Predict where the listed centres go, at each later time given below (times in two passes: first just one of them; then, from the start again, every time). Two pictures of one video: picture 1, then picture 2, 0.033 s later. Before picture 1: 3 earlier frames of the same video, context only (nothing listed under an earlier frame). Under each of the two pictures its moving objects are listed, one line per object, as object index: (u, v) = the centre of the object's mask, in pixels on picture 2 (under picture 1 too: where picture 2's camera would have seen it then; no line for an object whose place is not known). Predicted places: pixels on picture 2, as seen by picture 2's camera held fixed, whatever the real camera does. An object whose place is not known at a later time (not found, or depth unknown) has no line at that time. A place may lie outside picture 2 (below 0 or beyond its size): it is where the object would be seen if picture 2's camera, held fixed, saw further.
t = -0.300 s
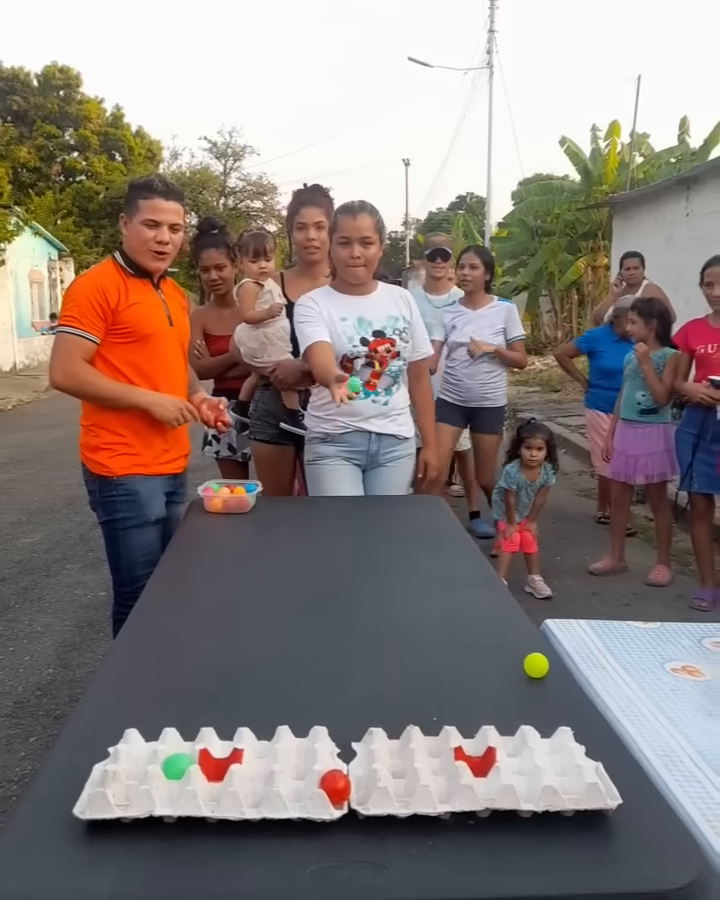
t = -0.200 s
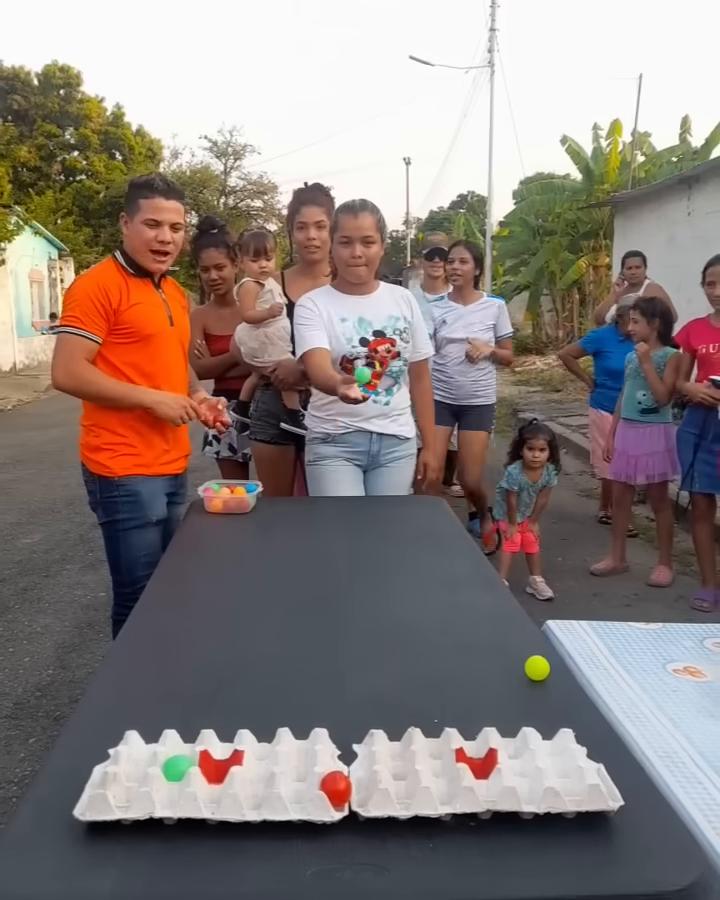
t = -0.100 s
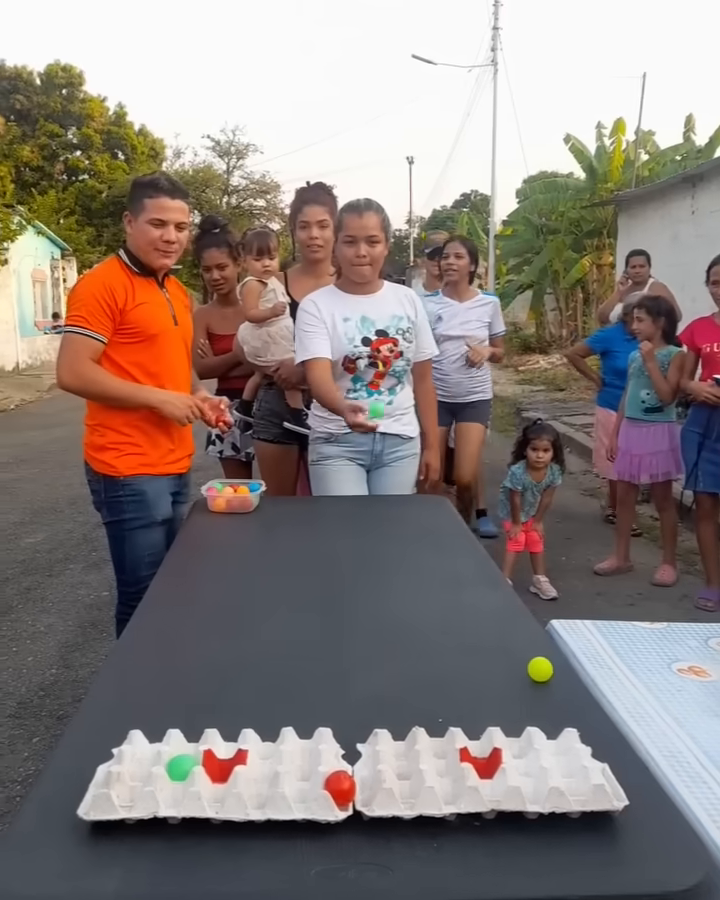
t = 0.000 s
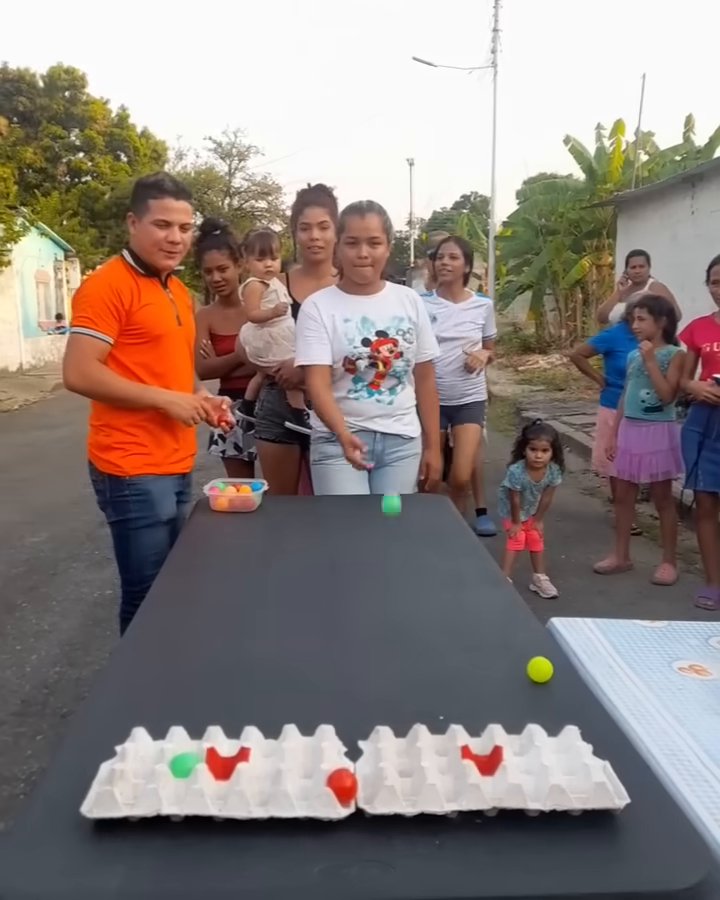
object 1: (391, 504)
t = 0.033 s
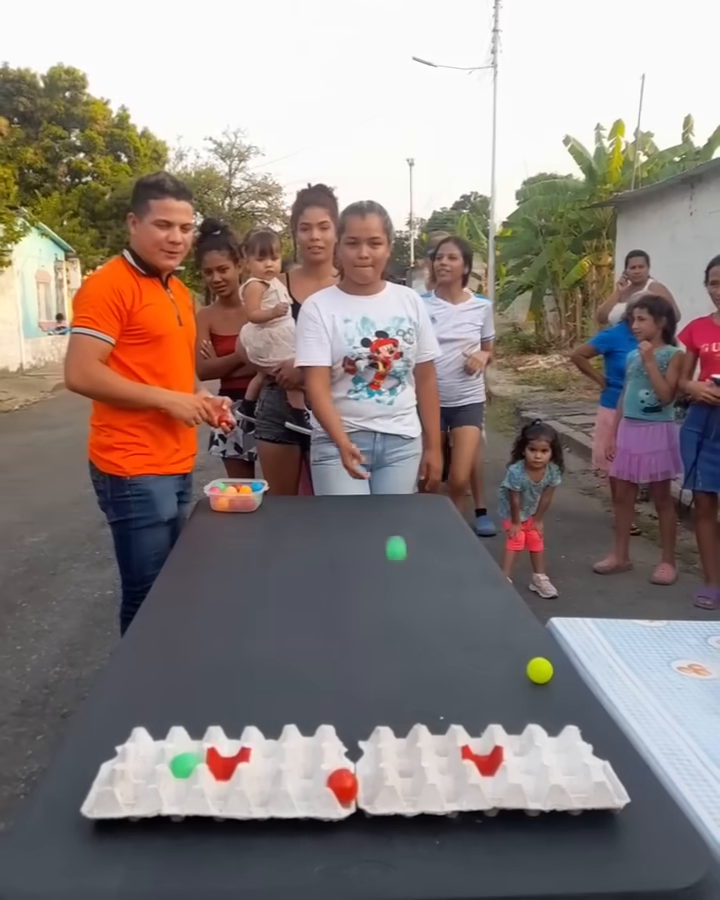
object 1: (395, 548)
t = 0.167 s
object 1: (417, 573)
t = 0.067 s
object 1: (400, 602)
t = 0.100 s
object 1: (405, 604)
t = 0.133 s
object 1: (411, 587)
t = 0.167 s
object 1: (417, 573)
